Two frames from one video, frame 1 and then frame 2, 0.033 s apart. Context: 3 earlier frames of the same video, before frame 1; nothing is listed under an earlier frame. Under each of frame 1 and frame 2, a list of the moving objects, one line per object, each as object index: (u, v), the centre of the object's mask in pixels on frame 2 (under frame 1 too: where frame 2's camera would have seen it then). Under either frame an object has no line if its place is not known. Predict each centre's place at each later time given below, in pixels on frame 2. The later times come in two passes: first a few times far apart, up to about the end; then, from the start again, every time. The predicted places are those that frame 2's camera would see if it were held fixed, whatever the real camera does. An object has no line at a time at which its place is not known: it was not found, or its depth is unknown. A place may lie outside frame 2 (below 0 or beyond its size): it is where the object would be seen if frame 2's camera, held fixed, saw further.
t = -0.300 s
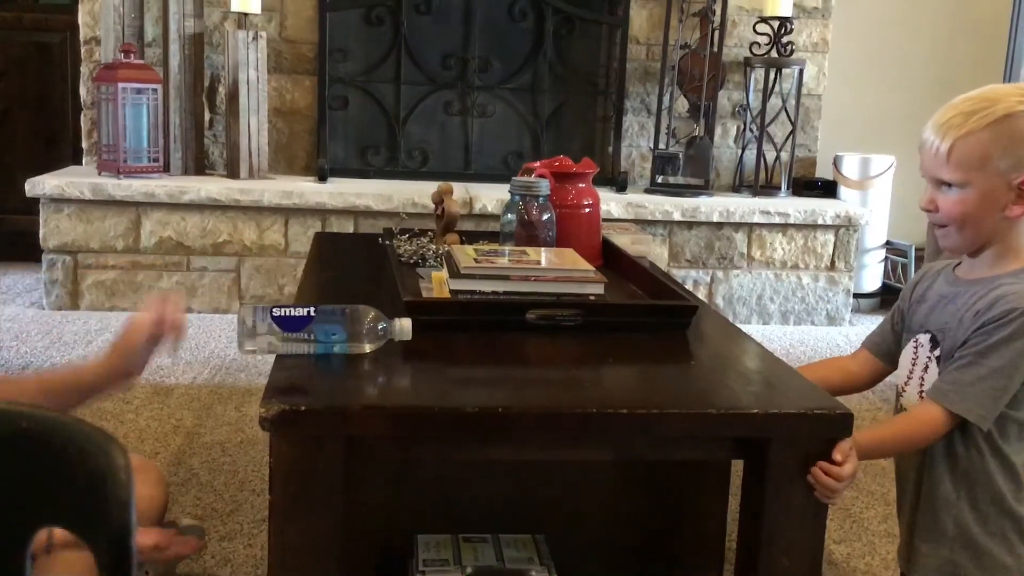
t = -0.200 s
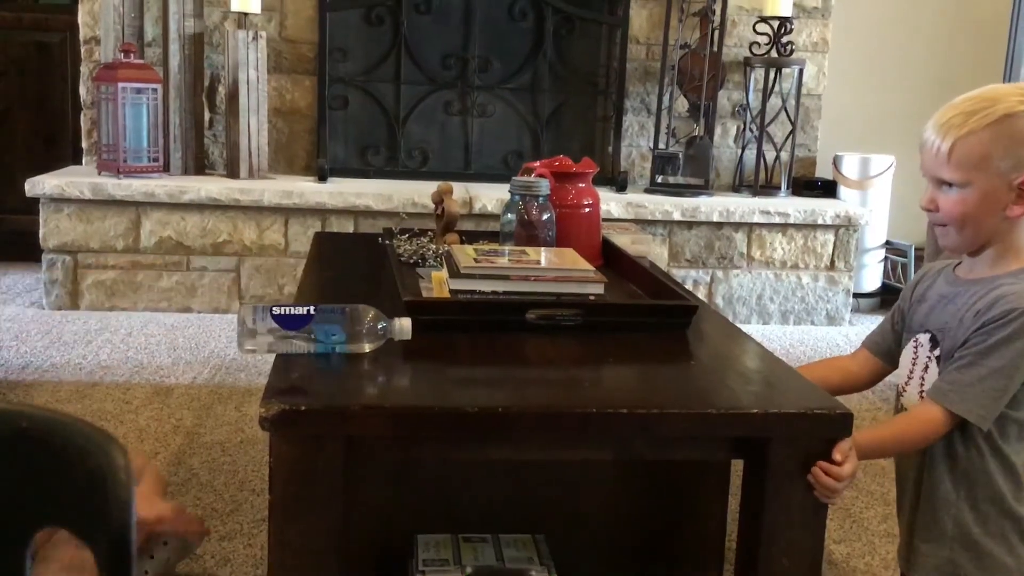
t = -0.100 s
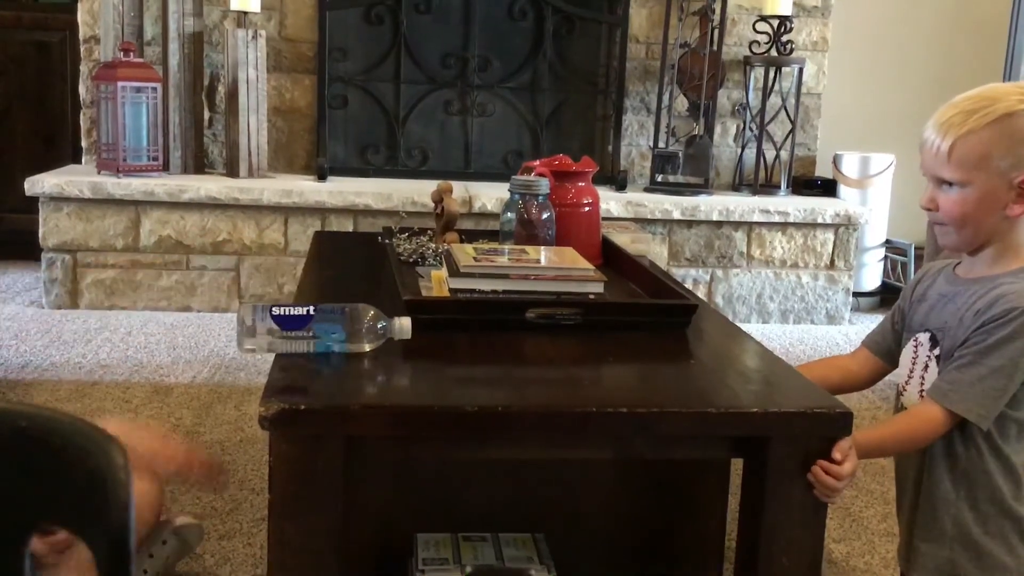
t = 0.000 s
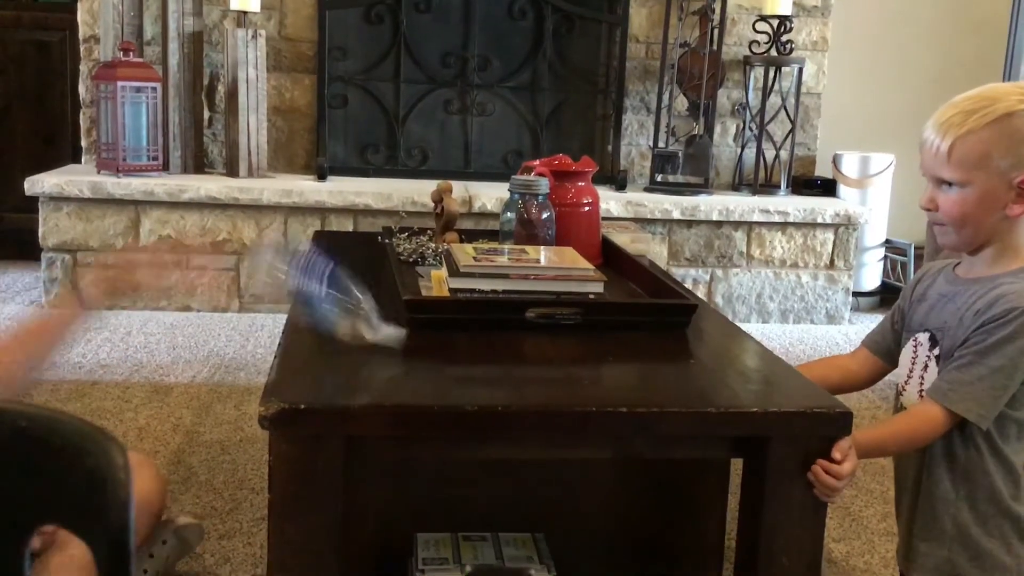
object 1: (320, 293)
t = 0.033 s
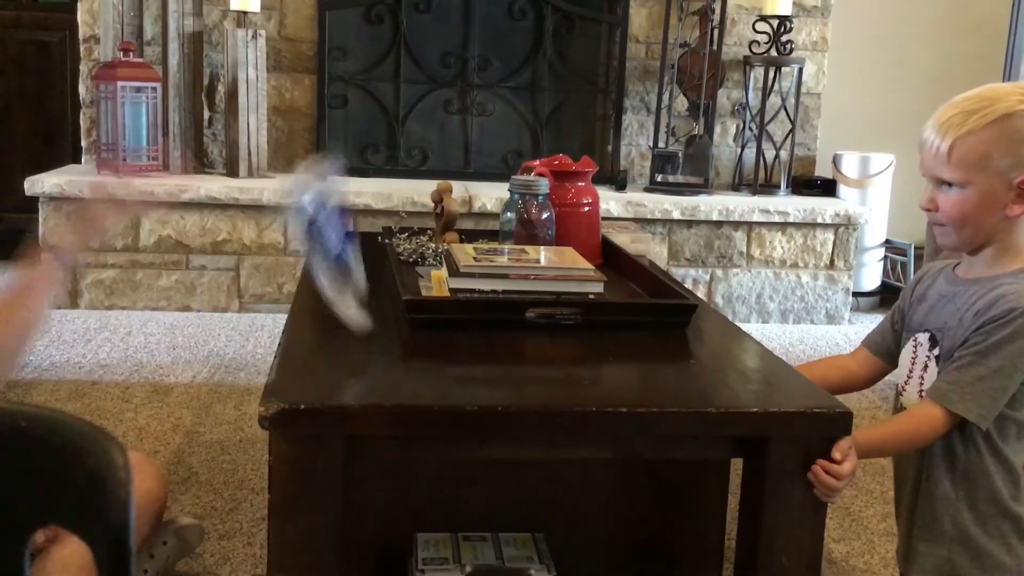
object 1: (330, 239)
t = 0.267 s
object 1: (407, 134)
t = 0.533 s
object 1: (468, 355)
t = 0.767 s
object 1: (476, 379)
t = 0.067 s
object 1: (342, 201)
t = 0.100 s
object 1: (355, 171)
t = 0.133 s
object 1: (379, 140)
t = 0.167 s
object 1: (382, 132)
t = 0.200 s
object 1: (391, 126)
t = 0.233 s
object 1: (400, 126)
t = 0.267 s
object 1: (407, 134)
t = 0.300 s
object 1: (414, 149)
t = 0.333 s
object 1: (422, 172)
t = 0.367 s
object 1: (431, 203)
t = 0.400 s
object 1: (421, 253)
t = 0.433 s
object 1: (449, 307)
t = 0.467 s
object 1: (444, 350)
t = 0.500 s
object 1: (461, 354)
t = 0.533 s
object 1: (468, 355)
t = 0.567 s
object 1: (468, 356)
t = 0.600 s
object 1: (464, 362)
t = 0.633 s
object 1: (465, 368)
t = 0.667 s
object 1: (467, 372)
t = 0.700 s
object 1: (470, 375)
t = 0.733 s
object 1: (474, 377)
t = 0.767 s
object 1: (476, 379)
